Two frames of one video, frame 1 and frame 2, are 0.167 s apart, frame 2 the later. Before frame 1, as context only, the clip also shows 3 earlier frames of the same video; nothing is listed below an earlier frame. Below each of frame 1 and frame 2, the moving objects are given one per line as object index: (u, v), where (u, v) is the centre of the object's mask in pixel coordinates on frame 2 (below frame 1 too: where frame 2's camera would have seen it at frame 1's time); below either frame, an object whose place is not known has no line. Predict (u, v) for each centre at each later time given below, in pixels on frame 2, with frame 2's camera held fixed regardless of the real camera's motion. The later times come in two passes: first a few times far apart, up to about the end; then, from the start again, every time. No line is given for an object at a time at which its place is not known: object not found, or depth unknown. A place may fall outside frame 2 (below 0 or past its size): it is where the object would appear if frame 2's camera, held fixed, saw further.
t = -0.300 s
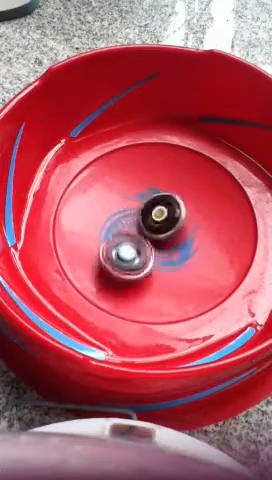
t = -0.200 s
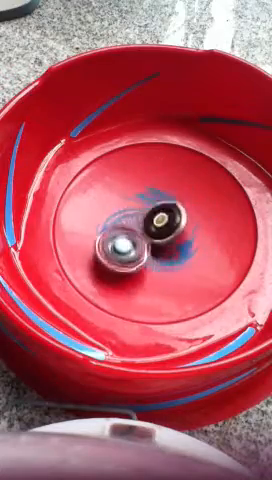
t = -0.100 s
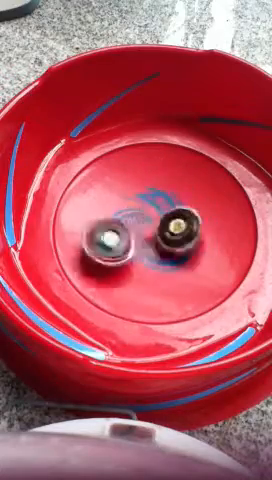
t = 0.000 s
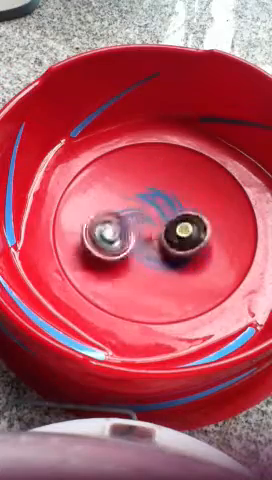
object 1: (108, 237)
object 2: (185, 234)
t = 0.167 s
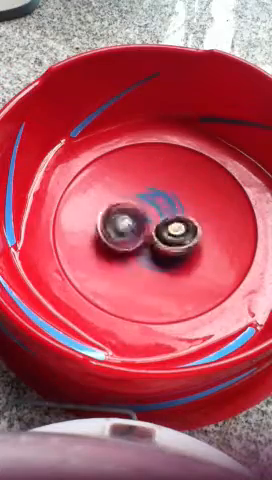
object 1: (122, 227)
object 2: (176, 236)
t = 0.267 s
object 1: (125, 218)
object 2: (182, 239)
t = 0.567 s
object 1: (150, 222)
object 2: (194, 254)
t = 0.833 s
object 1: (172, 218)
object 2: (178, 274)
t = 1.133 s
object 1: (167, 227)
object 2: (185, 264)
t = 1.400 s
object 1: (168, 223)
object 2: (182, 264)
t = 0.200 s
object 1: (121, 222)
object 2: (178, 236)
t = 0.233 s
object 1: (121, 220)
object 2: (181, 237)
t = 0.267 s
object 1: (125, 218)
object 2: (182, 239)
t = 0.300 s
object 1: (132, 218)
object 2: (180, 241)
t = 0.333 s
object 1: (133, 219)
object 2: (178, 243)
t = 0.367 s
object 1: (134, 216)
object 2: (181, 250)
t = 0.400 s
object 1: (136, 215)
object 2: (184, 252)
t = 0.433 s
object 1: (140, 216)
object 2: (186, 254)
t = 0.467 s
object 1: (143, 218)
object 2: (189, 255)
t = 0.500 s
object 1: (144, 220)
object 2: (191, 255)
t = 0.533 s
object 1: (146, 220)
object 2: (192, 255)
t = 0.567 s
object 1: (150, 222)
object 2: (194, 254)
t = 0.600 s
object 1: (153, 226)
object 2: (194, 252)
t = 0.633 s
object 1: (155, 225)
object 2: (192, 252)
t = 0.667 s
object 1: (158, 219)
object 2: (189, 255)
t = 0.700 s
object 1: (159, 217)
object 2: (186, 257)
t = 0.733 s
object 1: (161, 218)
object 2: (181, 261)
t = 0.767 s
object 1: (166, 217)
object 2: (179, 266)
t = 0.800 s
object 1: (169, 217)
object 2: (178, 271)
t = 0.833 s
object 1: (172, 218)
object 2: (178, 274)
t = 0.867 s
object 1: (172, 219)
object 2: (179, 275)
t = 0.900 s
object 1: (172, 220)
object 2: (180, 275)
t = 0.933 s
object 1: (172, 221)
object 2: (180, 275)
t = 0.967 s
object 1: (172, 221)
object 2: (179, 274)
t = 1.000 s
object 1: (173, 222)
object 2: (178, 272)
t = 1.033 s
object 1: (173, 222)
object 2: (178, 270)
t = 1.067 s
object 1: (171, 223)
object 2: (180, 267)
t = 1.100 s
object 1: (169, 225)
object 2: (182, 265)
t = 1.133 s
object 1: (167, 227)
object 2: (185, 264)
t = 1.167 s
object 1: (166, 227)
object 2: (188, 264)
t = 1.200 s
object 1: (165, 227)
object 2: (190, 264)
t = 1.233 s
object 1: (164, 226)
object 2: (191, 264)
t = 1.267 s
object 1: (165, 225)
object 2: (191, 265)
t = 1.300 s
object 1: (167, 225)
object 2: (189, 265)
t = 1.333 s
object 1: (169, 221)
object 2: (186, 264)
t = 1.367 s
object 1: (168, 224)
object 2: (184, 264)
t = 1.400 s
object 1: (168, 223)
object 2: (182, 264)
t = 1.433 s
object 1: (169, 221)
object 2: (181, 265)
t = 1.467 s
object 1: (172, 214)
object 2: (181, 265)
